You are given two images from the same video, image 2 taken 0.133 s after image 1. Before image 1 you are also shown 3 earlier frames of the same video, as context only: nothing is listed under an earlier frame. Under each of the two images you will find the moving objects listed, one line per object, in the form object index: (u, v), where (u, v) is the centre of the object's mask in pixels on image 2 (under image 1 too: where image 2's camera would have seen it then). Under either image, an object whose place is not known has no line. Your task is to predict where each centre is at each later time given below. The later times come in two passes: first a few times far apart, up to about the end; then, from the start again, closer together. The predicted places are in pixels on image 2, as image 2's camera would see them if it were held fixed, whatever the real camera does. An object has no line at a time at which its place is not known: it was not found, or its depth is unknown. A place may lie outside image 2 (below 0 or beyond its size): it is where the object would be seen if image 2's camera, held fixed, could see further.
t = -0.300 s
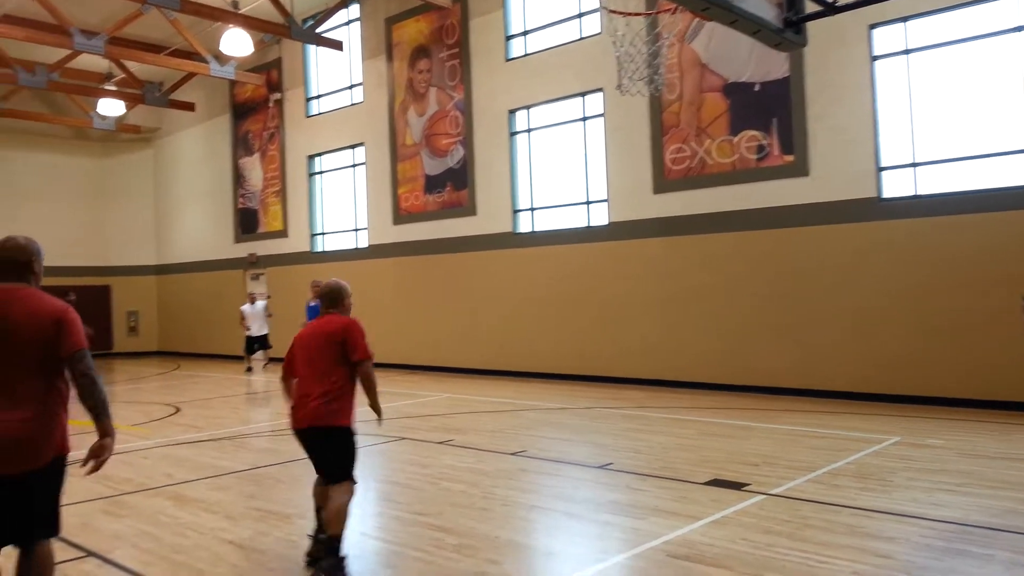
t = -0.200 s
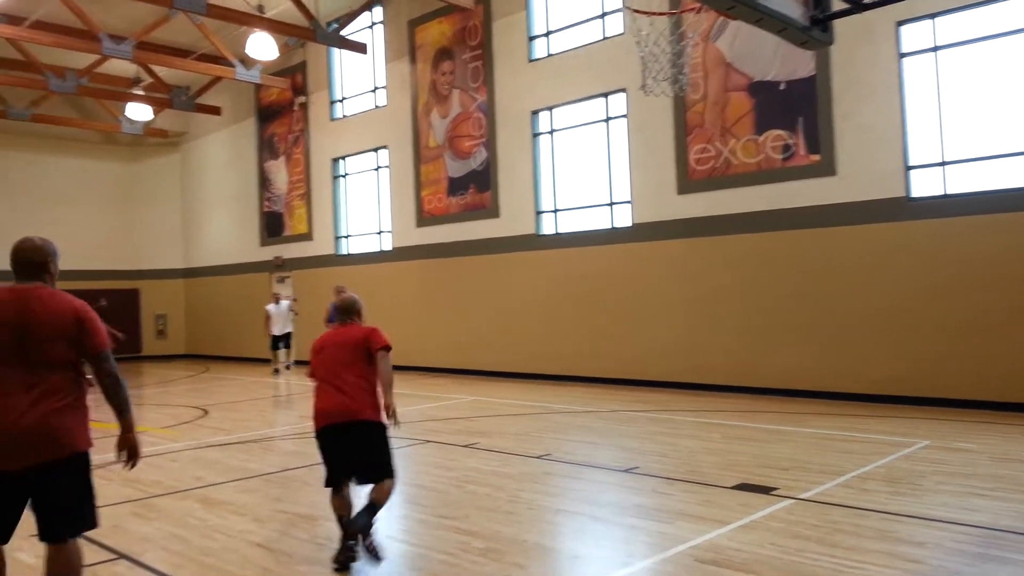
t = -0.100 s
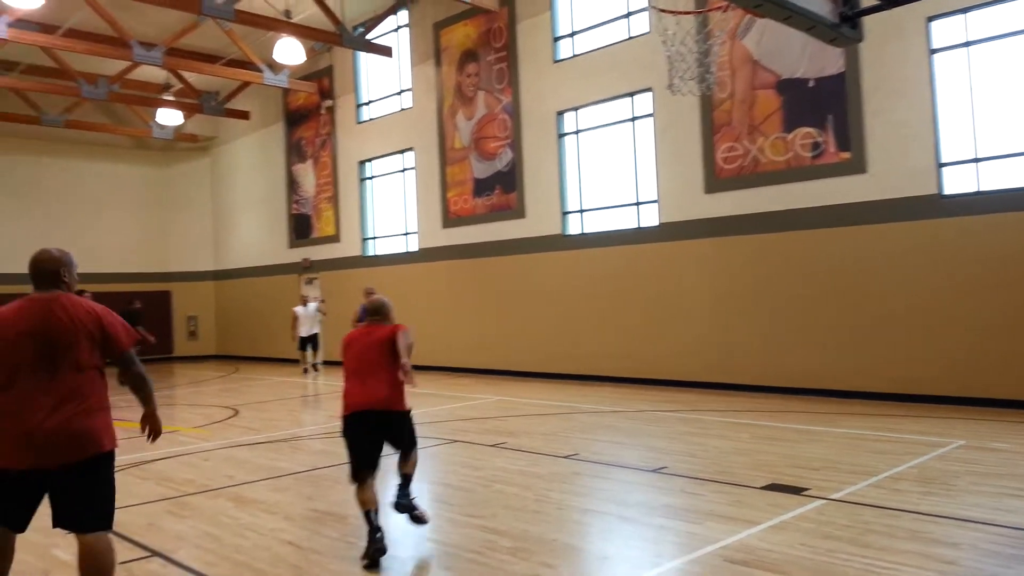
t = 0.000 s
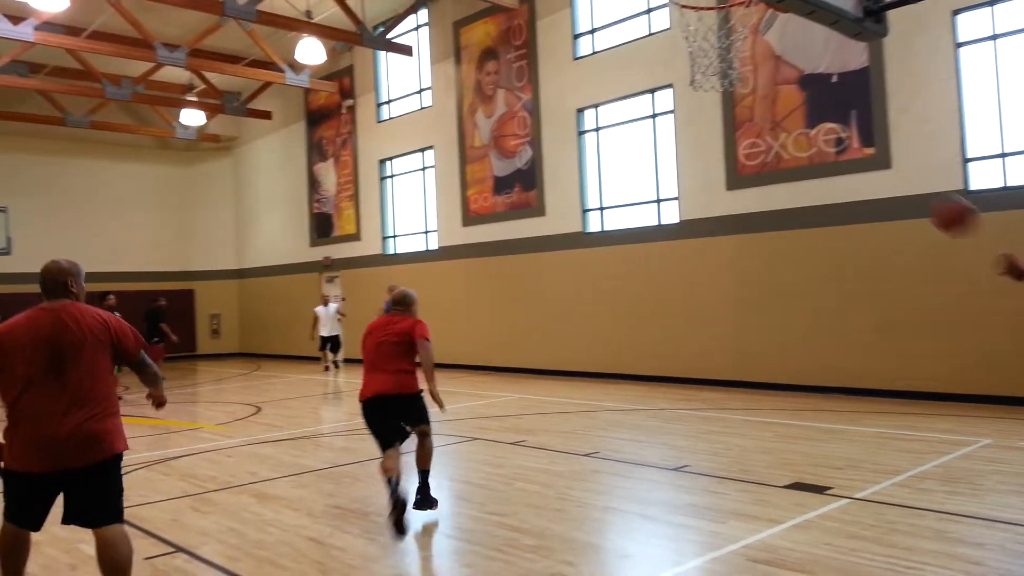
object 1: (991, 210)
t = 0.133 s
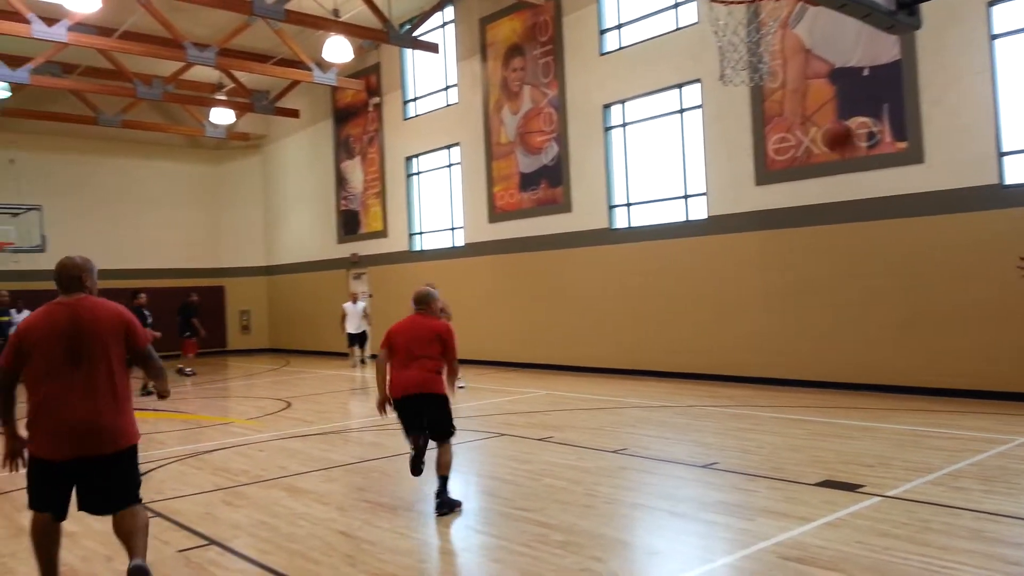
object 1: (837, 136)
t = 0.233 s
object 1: (759, 109)
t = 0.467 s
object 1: (631, 92)
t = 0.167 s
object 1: (810, 126)
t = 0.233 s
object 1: (759, 109)
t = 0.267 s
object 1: (735, 102)
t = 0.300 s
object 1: (715, 97)
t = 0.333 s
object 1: (696, 95)
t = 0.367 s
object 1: (677, 92)
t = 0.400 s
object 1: (660, 90)
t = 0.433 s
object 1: (645, 91)
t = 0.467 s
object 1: (631, 92)
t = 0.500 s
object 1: (618, 94)
